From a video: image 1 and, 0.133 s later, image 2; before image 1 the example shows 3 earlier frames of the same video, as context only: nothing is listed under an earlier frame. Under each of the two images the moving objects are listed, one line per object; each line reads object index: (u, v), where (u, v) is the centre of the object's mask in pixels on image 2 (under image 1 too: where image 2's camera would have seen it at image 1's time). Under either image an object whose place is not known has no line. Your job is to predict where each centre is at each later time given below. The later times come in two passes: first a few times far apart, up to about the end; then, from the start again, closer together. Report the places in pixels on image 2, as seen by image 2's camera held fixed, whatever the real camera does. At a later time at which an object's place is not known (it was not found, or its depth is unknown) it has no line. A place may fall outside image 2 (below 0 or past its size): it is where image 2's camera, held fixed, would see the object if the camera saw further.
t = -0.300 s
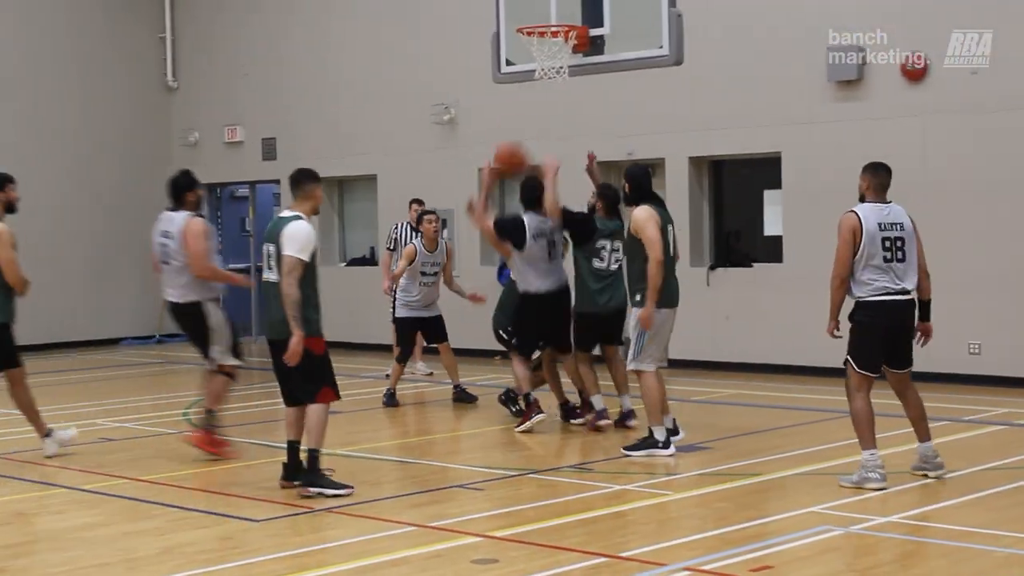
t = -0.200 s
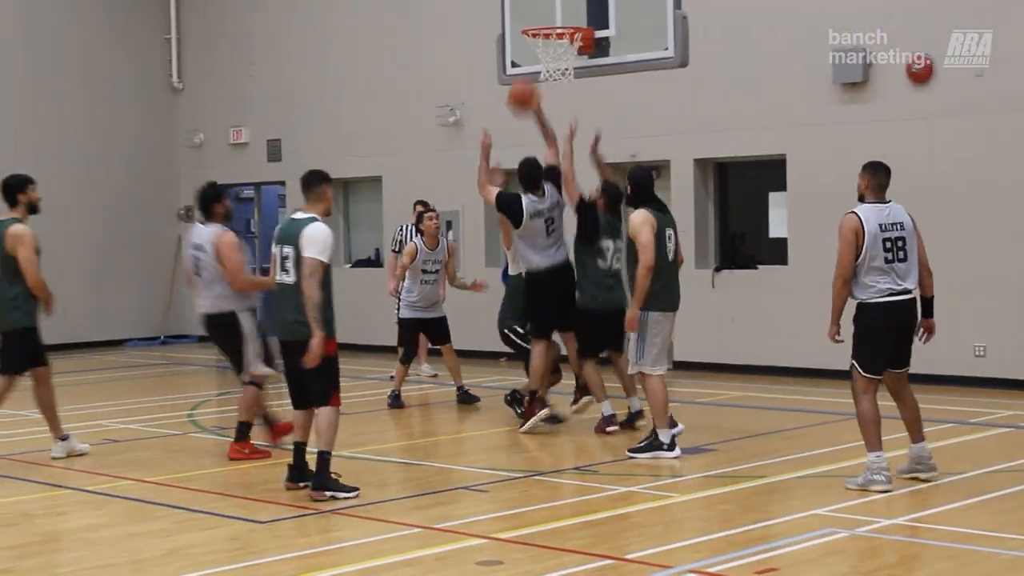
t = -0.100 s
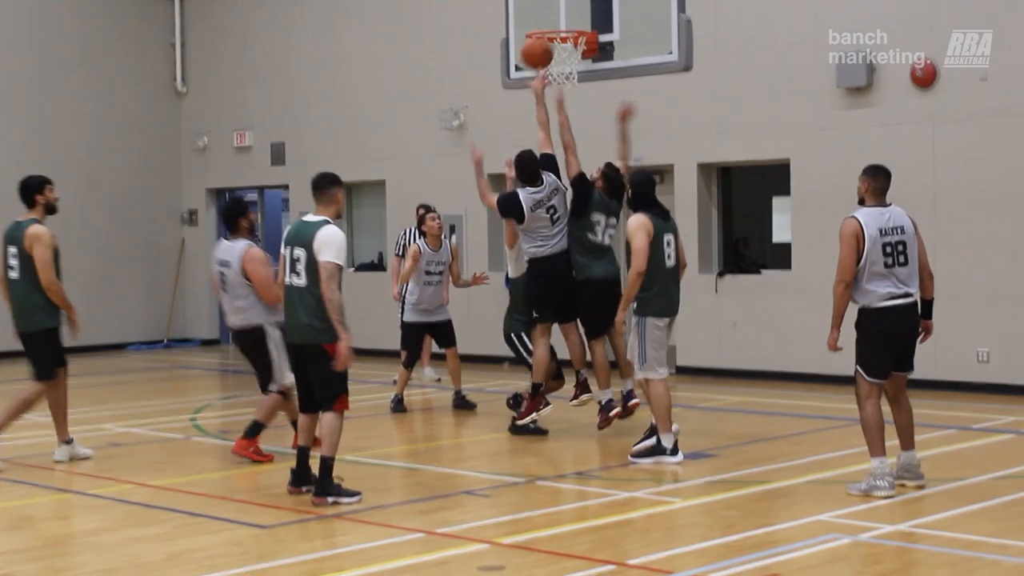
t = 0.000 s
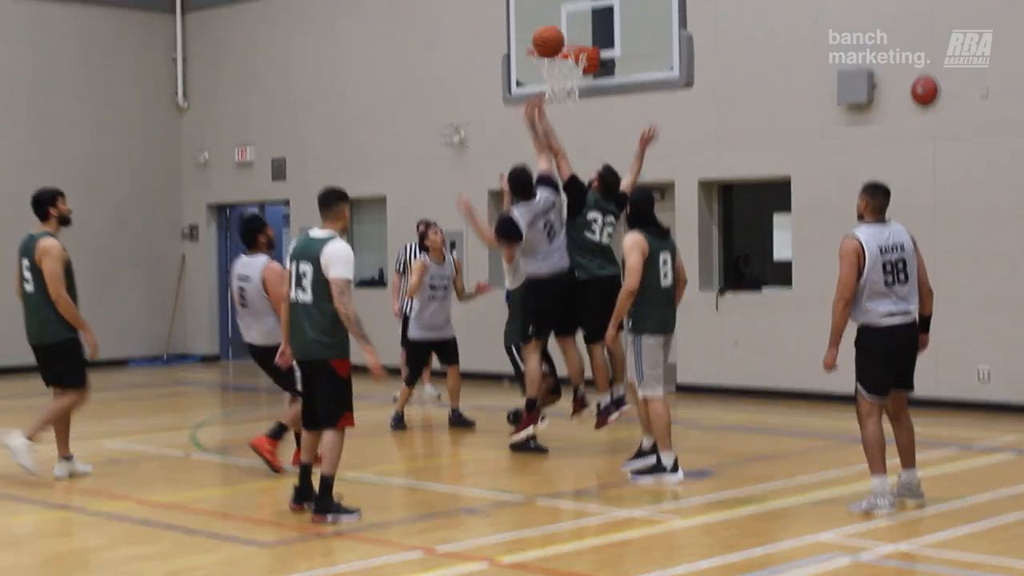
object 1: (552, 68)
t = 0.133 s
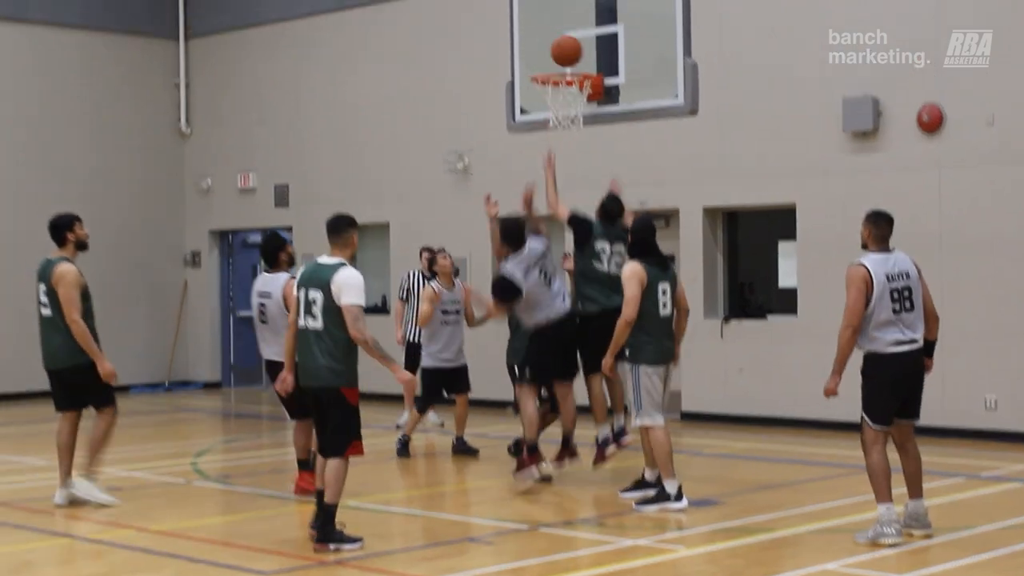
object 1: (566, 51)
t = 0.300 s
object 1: (584, 59)
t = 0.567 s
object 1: (574, 60)
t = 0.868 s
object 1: (555, 60)
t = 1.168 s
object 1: (555, 89)
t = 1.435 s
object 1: (578, 109)
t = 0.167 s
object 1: (570, 50)
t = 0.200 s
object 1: (573, 50)
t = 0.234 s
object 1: (577, 52)
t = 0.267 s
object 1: (581, 55)
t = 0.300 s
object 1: (584, 59)
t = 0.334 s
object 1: (584, 58)
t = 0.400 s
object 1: (581, 54)
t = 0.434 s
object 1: (580, 53)
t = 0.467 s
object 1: (579, 54)
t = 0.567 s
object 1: (574, 60)
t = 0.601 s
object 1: (572, 59)
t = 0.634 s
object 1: (570, 57)
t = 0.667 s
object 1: (568, 56)
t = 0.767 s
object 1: (561, 60)
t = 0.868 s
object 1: (555, 60)
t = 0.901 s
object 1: (553, 60)
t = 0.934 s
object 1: (551, 61)
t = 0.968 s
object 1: (550, 63)
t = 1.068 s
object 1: (551, 67)
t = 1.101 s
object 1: (553, 74)
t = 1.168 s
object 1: (555, 89)
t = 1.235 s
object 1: (562, 94)
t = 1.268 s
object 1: (564, 96)
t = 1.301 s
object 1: (567, 96)
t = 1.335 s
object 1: (572, 99)
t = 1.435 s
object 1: (578, 109)
